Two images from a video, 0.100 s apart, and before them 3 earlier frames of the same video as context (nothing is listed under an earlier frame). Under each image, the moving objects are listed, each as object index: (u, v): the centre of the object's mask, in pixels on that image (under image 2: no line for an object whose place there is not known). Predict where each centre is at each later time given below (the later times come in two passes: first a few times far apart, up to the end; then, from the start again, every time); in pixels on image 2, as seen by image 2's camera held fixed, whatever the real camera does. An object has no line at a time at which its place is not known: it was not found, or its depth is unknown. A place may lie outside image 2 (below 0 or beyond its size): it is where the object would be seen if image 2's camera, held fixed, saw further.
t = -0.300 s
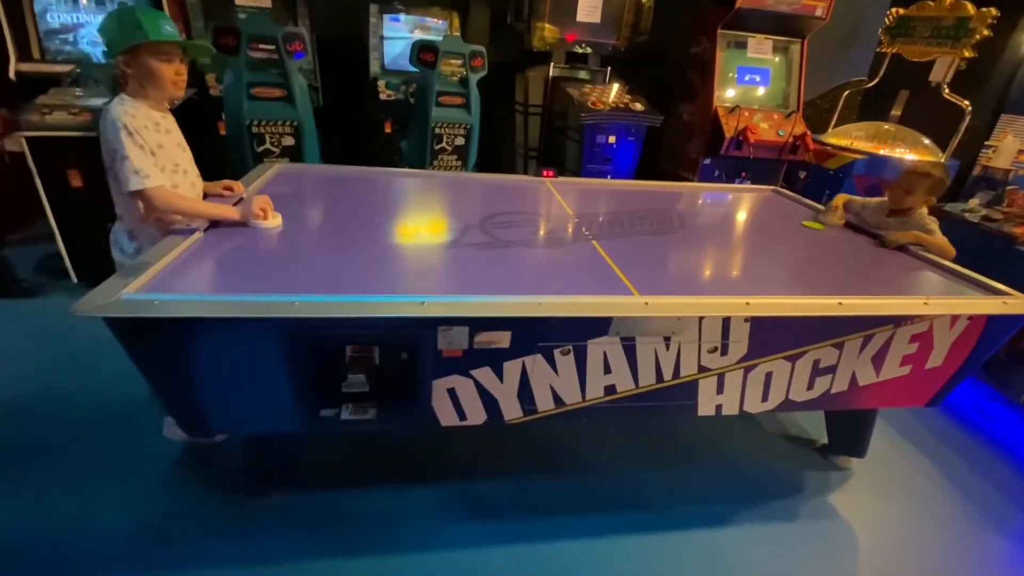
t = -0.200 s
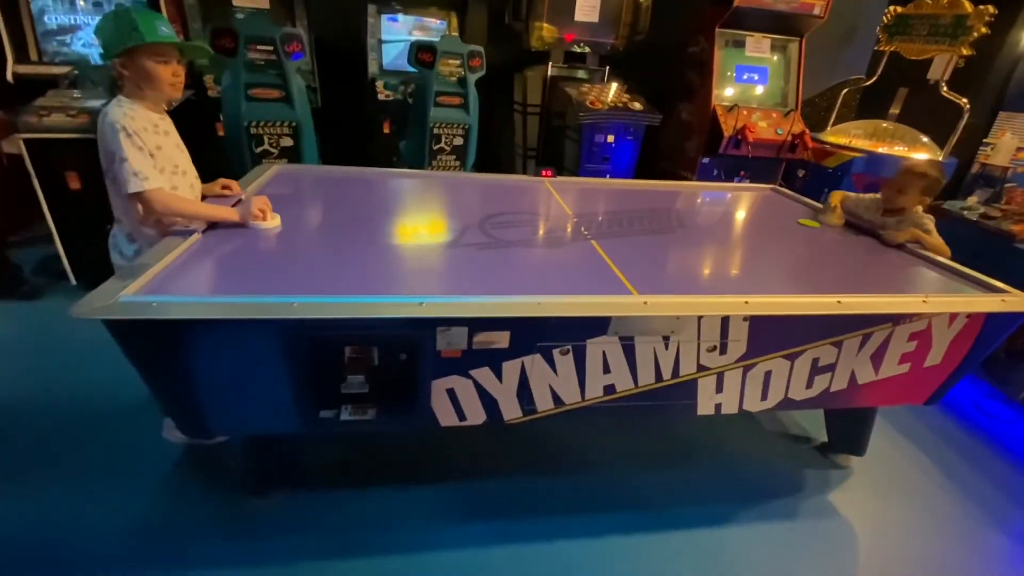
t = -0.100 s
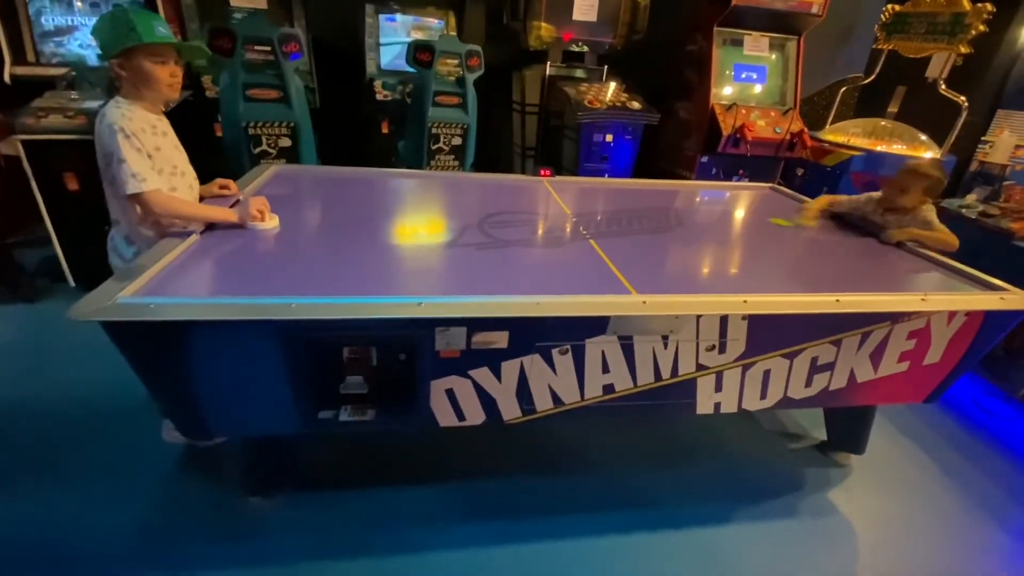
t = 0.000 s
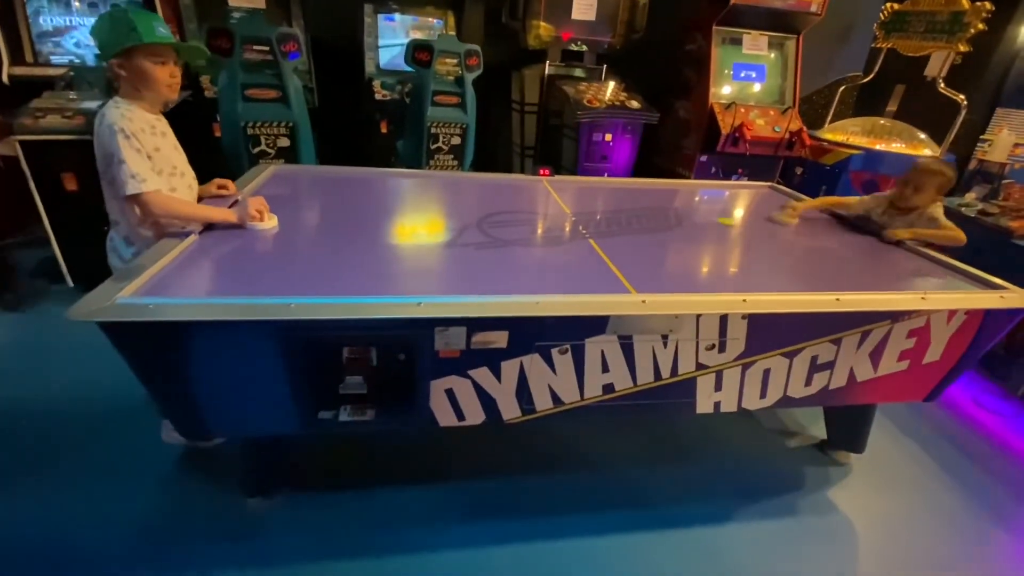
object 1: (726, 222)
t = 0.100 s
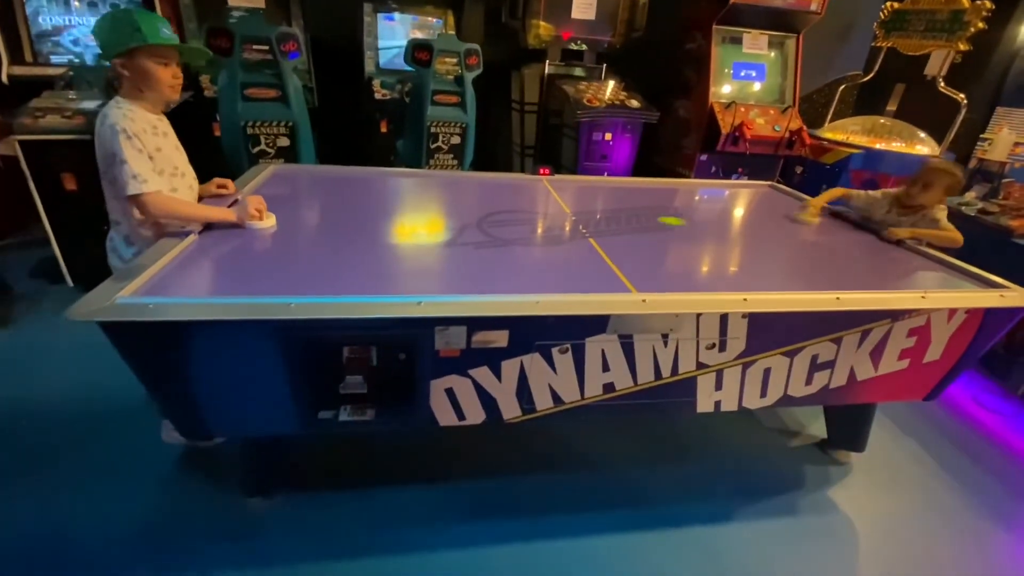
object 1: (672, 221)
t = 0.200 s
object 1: (612, 222)
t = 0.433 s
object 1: (463, 223)
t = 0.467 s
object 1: (443, 224)
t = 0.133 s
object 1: (652, 222)
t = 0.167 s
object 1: (633, 222)
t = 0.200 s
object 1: (612, 222)
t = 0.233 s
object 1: (593, 222)
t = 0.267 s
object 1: (573, 222)
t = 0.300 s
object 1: (550, 223)
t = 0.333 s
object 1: (529, 222)
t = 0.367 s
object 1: (509, 223)
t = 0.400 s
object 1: (486, 223)
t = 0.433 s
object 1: (463, 223)
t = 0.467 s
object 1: (443, 224)
